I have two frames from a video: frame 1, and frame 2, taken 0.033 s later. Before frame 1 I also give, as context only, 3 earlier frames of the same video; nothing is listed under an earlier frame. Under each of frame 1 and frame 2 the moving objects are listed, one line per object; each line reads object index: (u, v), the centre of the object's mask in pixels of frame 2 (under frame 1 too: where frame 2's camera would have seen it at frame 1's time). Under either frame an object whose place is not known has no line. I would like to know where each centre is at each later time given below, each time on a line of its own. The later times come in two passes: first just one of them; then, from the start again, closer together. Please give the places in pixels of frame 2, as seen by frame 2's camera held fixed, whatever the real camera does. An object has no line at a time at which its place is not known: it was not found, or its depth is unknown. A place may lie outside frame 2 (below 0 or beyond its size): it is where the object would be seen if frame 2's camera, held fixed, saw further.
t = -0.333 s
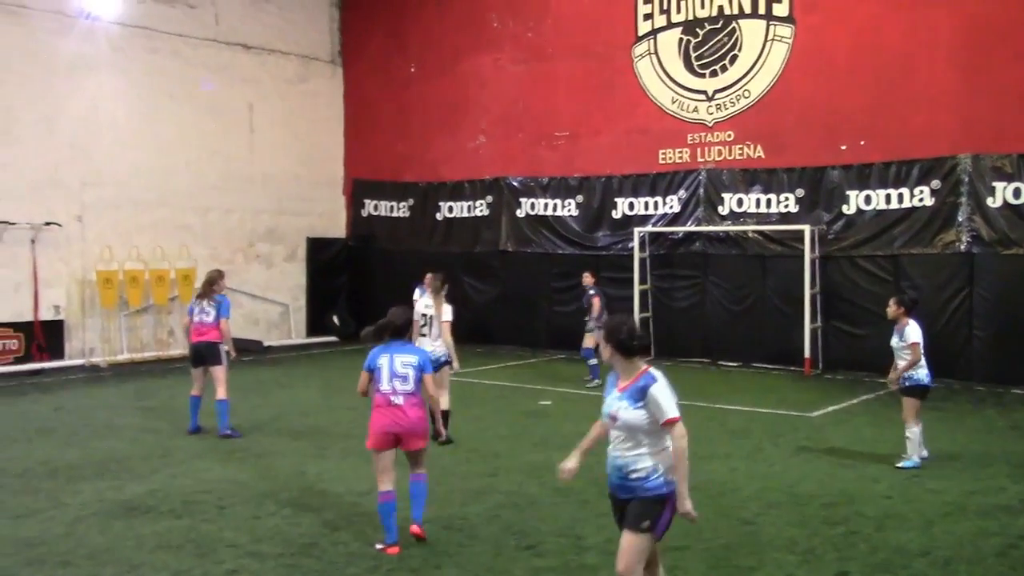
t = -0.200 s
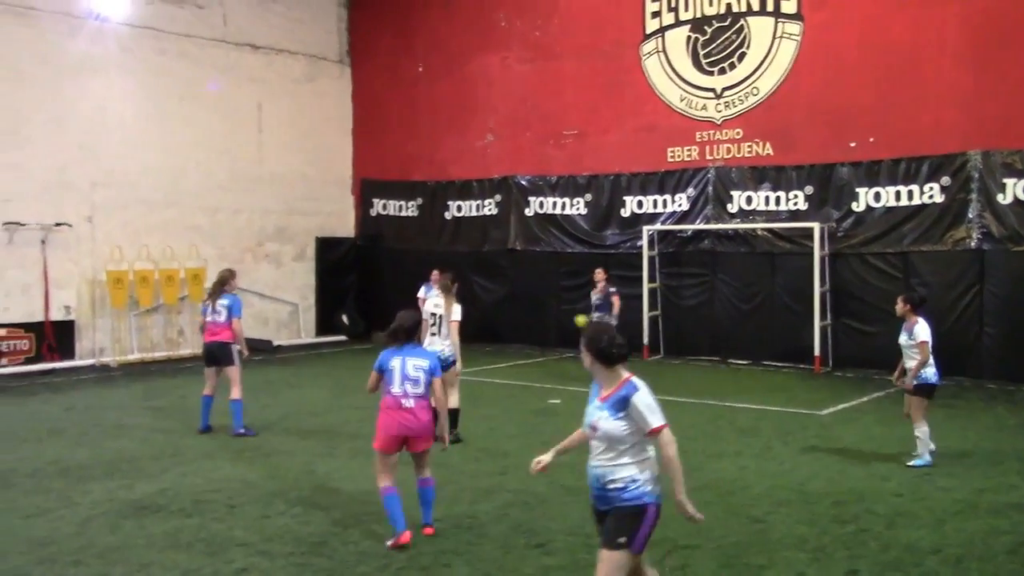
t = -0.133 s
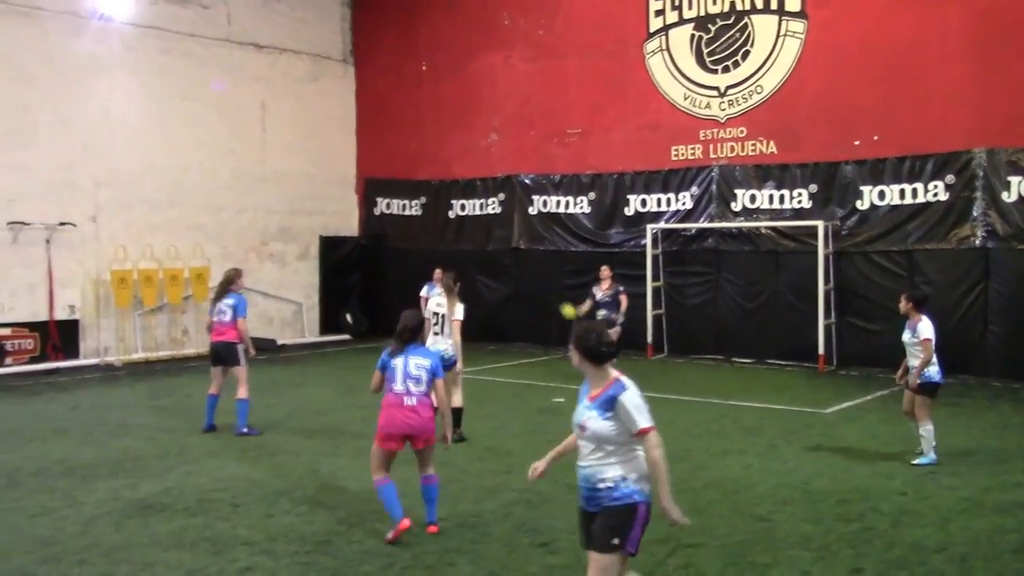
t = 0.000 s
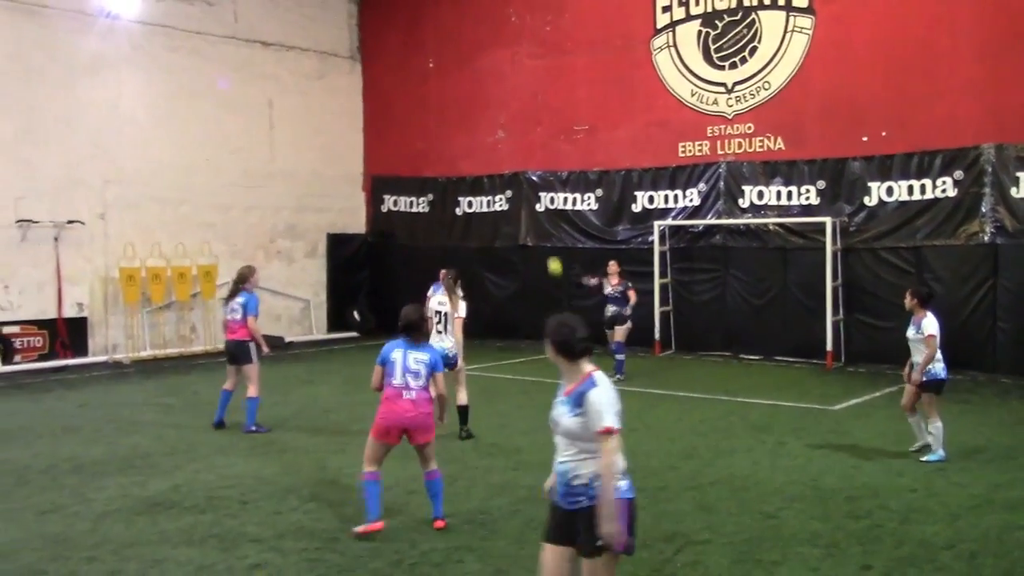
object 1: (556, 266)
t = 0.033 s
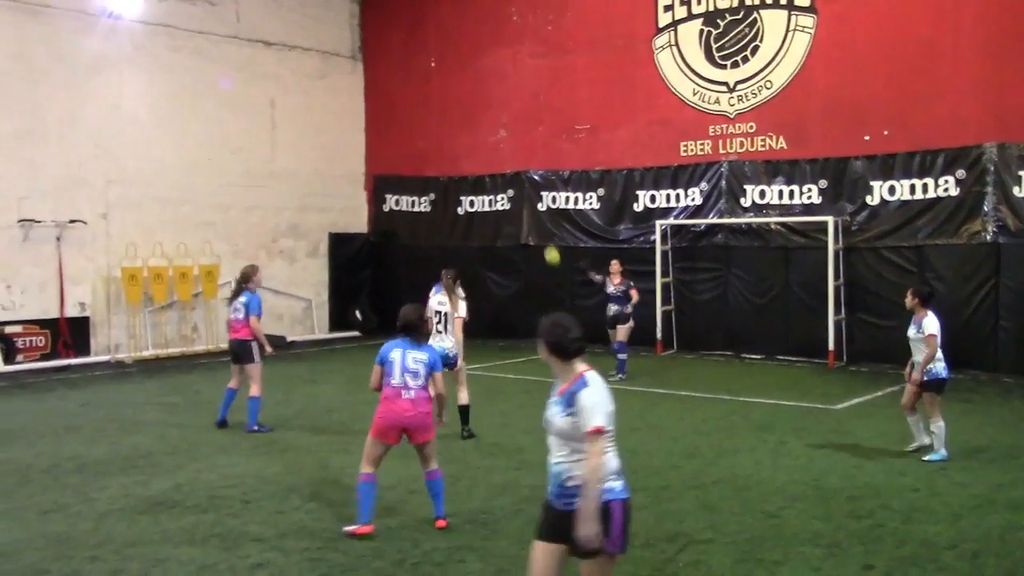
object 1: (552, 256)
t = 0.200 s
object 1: (528, 211)
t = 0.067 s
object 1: (547, 246)
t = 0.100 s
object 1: (542, 236)
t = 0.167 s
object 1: (534, 219)
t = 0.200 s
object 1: (528, 211)
